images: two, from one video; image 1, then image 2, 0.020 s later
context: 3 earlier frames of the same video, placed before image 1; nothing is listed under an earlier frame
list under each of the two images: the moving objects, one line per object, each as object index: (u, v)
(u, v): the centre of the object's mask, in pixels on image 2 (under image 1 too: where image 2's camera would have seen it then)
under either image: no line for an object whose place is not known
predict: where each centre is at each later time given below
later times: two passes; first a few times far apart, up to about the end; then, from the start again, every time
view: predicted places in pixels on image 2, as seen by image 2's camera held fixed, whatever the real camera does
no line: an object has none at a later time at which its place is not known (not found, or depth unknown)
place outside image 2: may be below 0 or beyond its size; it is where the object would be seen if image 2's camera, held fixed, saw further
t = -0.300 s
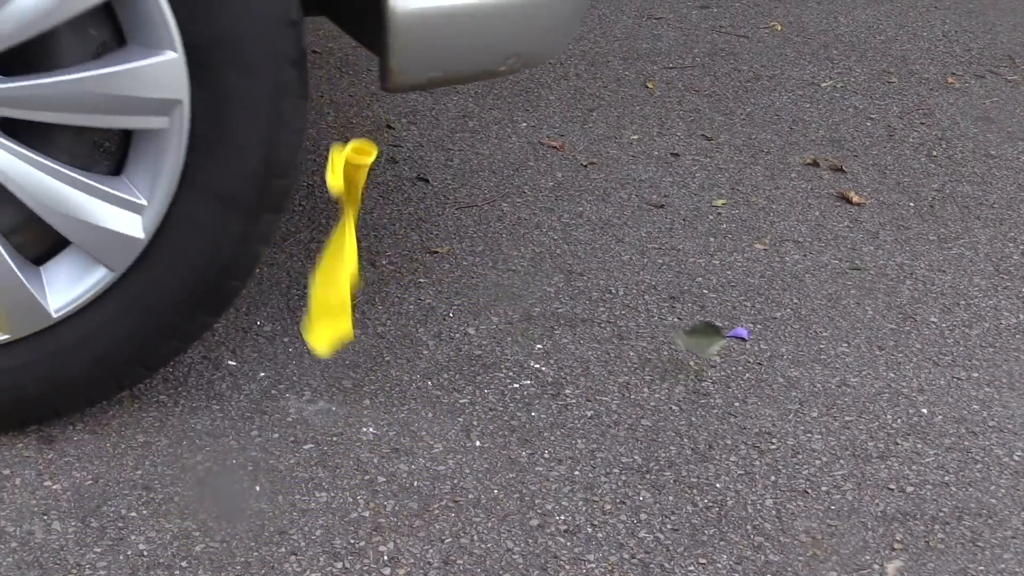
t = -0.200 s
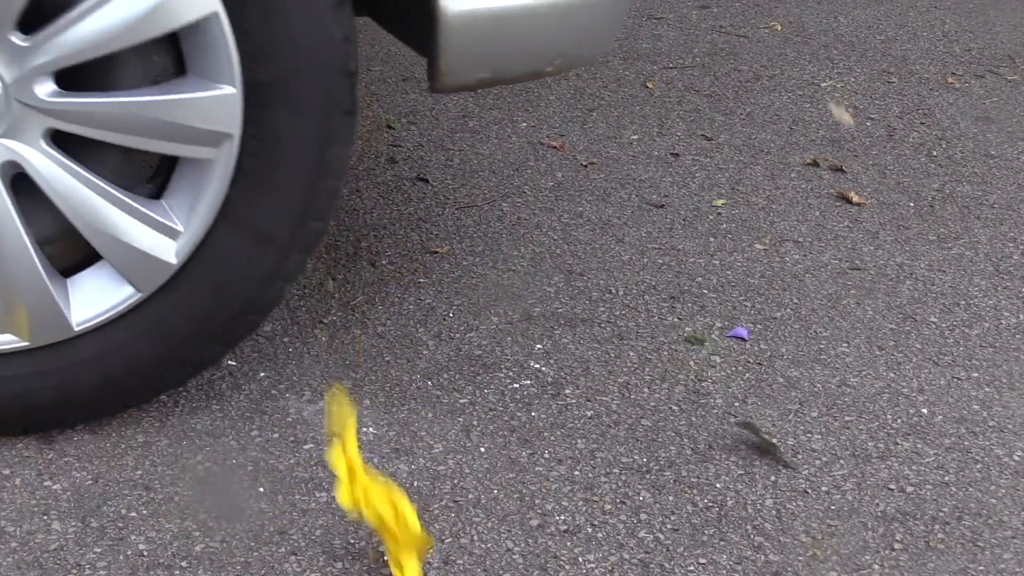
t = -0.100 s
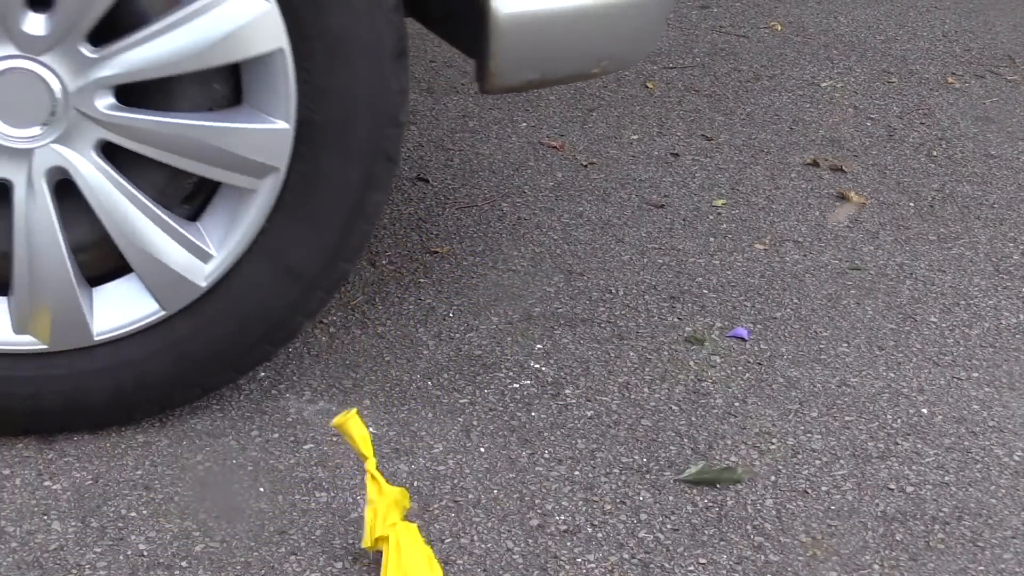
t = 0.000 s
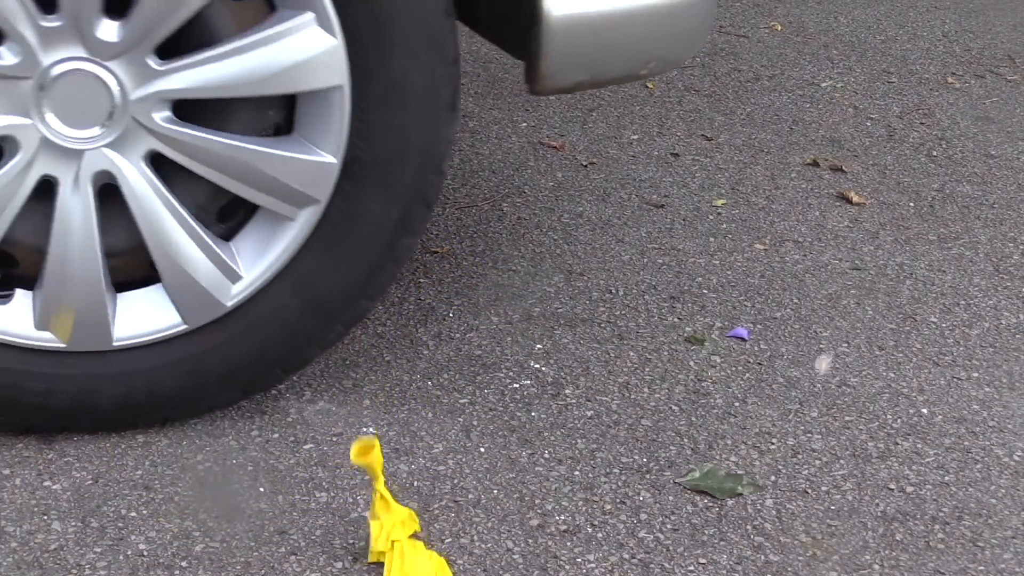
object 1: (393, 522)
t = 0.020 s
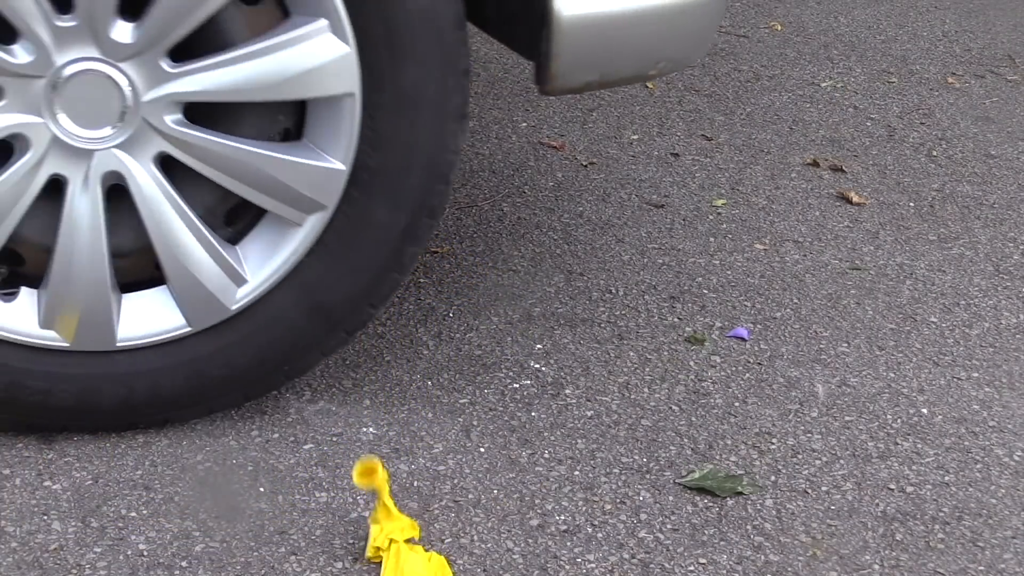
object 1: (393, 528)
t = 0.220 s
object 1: (399, 553)
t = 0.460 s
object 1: (399, 553)
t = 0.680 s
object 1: (399, 553)
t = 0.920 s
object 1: (399, 553)
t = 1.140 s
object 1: (399, 554)
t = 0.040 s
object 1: (395, 537)
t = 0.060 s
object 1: (397, 545)
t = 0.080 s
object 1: (401, 550)
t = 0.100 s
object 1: (401, 551)
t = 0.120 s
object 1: (402, 551)
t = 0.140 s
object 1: (401, 551)
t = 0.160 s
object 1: (400, 552)
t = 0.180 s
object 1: (399, 553)
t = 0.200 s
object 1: (398, 553)
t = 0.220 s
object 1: (399, 553)
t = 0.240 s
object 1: (398, 553)
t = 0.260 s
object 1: (399, 554)
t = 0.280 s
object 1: (399, 554)
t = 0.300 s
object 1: (399, 554)
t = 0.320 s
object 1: (399, 554)
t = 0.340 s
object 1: (399, 553)
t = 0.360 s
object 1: (399, 553)
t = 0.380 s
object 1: (399, 554)
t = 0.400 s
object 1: (399, 553)
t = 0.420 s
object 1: (399, 554)
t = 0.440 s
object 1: (399, 553)
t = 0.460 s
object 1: (399, 553)
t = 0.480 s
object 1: (399, 553)
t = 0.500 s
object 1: (399, 553)
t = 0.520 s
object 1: (399, 553)
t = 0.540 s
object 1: (399, 553)
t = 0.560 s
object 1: (399, 553)
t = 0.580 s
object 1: (399, 553)
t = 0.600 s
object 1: (399, 553)
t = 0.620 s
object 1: (399, 553)
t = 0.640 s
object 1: (399, 553)
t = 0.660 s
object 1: (399, 553)
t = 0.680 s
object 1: (399, 553)
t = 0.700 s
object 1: (399, 553)
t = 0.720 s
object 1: (399, 553)
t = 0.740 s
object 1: (399, 553)
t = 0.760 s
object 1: (399, 553)
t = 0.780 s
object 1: (399, 553)
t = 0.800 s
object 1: (399, 553)
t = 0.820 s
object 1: (399, 553)
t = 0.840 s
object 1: (399, 553)
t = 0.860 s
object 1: (399, 553)
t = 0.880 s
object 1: (399, 553)
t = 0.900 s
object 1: (399, 553)
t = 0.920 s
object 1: (399, 553)
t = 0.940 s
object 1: (399, 553)
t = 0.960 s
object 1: (399, 553)
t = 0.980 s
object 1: (399, 553)
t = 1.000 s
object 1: (399, 553)
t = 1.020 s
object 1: (399, 553)
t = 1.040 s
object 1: (399, 553)
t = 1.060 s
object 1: (399, 553)
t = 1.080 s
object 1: (399, 553)
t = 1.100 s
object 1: (399, 553)
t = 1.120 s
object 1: (399, 553)
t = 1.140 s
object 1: (399, 554)
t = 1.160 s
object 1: (399, 553)
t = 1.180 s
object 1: (399, 553)
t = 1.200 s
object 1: (399, 553)
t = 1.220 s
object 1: (399, 553)
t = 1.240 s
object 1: (399, 554)
